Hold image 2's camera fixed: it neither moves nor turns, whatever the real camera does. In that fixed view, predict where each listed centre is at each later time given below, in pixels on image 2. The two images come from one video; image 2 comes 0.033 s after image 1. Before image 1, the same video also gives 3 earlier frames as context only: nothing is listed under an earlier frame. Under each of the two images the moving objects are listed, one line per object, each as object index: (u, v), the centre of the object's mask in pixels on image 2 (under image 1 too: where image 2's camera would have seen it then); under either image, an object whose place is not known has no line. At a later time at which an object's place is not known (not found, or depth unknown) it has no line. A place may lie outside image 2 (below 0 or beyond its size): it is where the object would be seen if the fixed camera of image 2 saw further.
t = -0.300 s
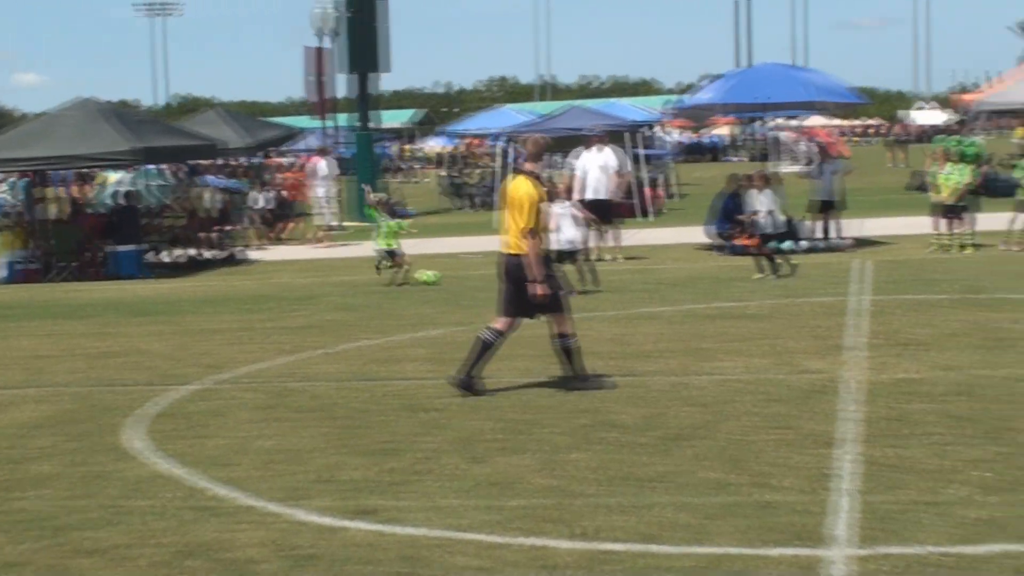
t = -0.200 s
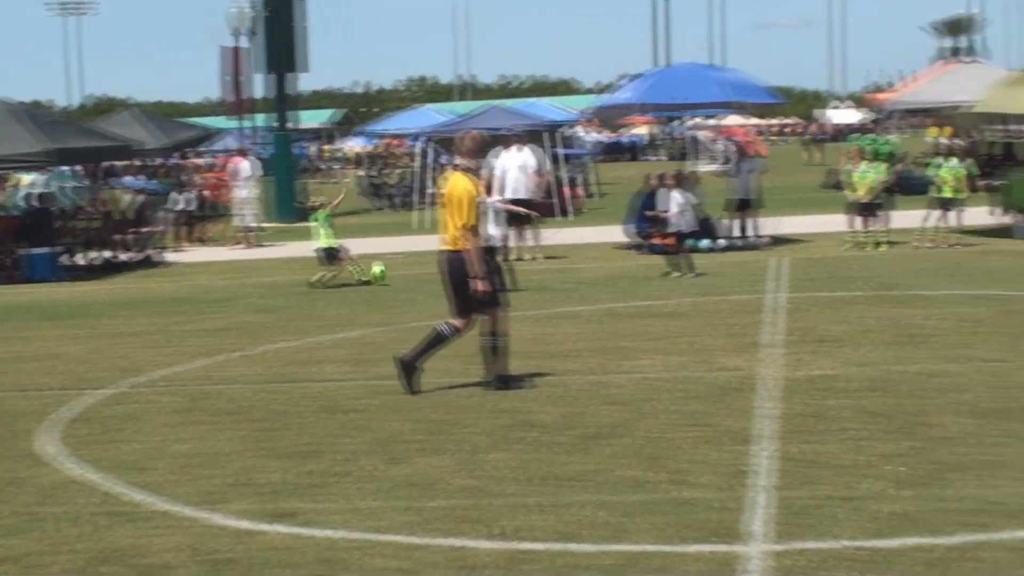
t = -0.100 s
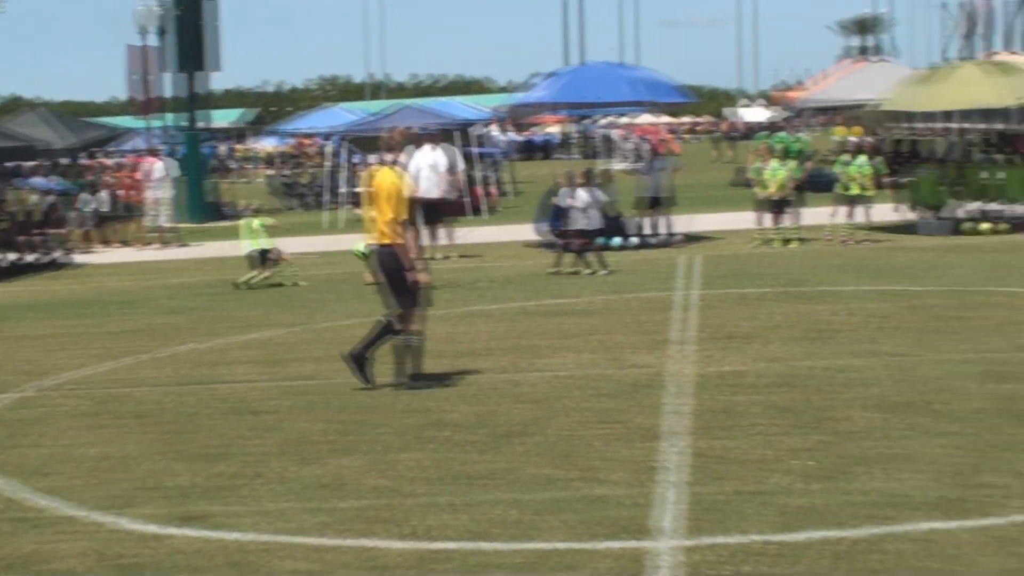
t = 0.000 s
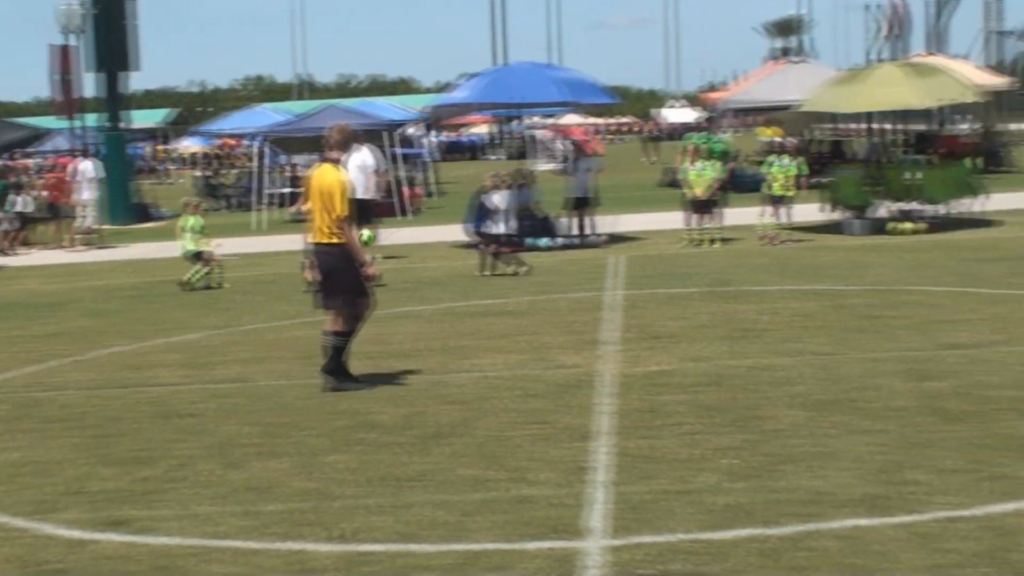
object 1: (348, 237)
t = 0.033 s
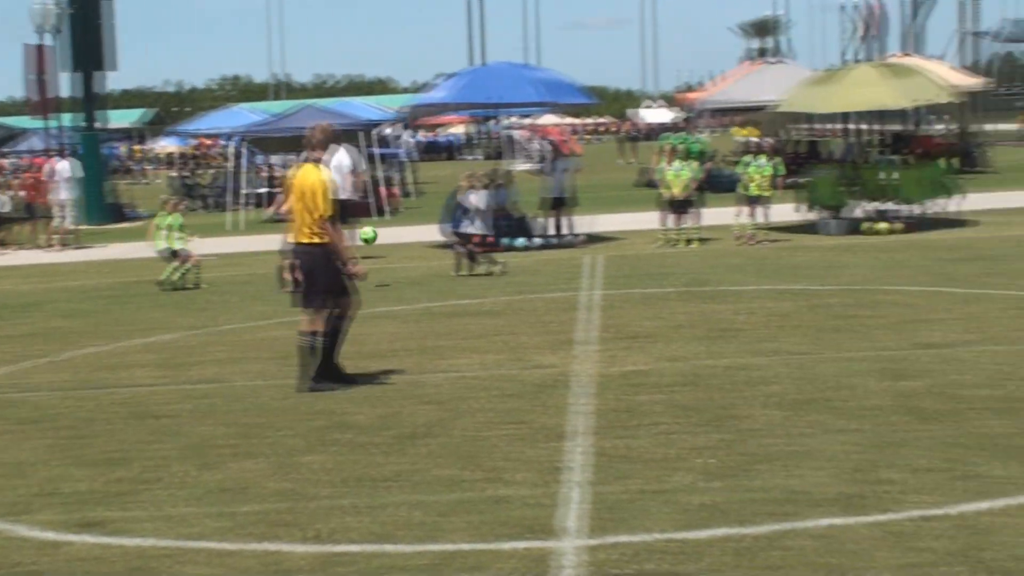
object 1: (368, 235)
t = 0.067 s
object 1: (387, 233)
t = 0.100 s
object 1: (413, 233)
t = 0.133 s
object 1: (445, 234)
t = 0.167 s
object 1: (476, 234)
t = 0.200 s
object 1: (498, 237)
